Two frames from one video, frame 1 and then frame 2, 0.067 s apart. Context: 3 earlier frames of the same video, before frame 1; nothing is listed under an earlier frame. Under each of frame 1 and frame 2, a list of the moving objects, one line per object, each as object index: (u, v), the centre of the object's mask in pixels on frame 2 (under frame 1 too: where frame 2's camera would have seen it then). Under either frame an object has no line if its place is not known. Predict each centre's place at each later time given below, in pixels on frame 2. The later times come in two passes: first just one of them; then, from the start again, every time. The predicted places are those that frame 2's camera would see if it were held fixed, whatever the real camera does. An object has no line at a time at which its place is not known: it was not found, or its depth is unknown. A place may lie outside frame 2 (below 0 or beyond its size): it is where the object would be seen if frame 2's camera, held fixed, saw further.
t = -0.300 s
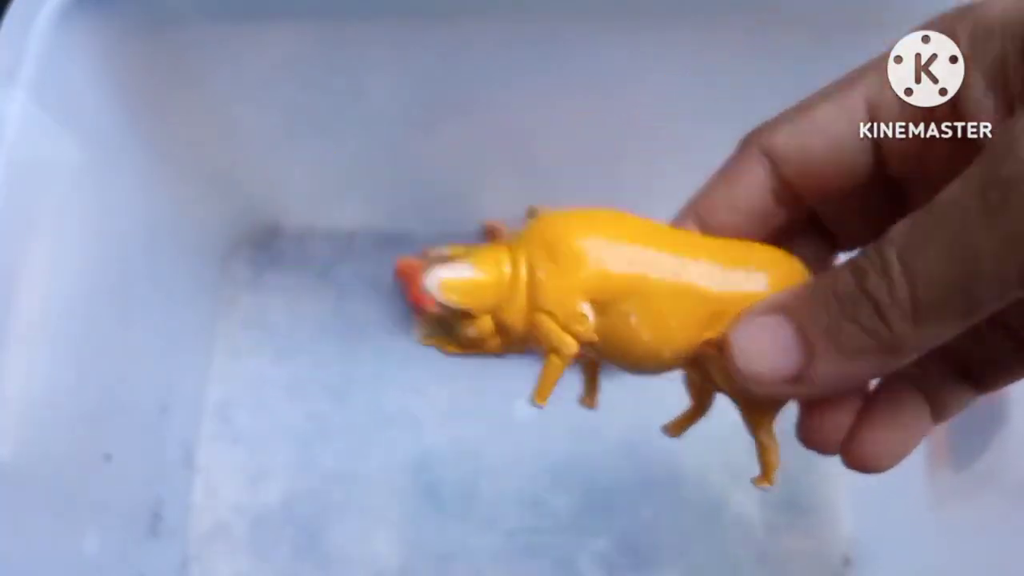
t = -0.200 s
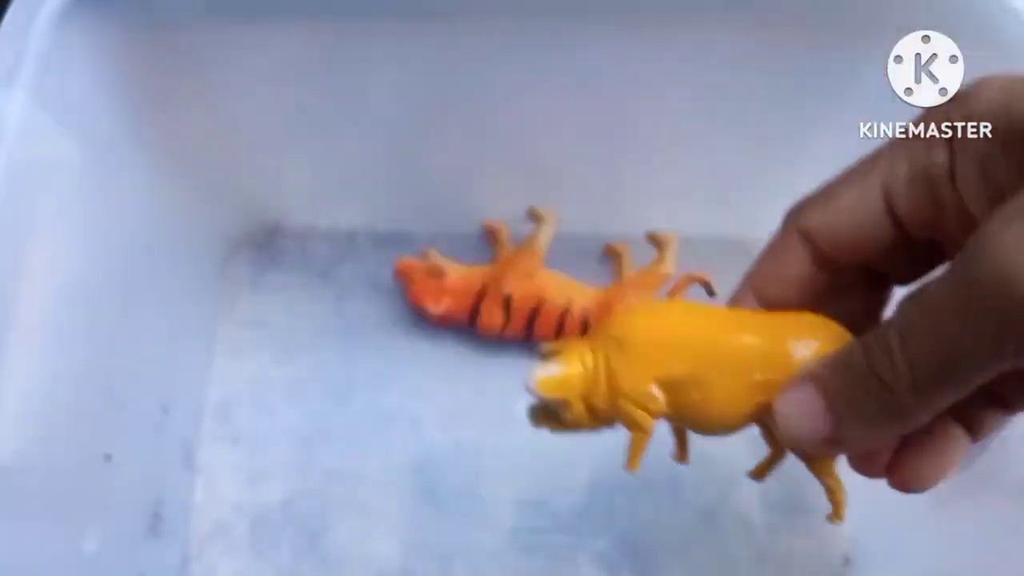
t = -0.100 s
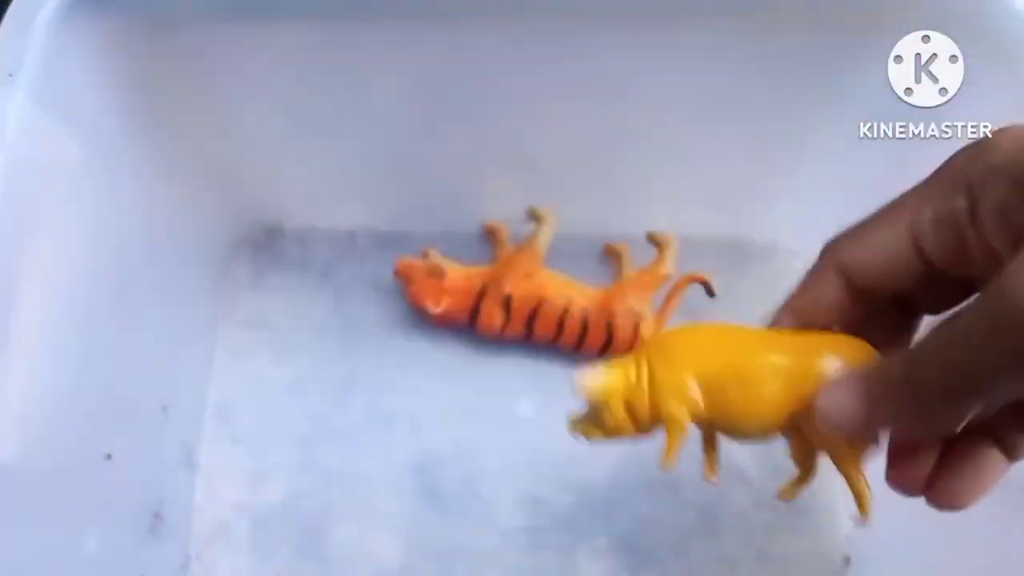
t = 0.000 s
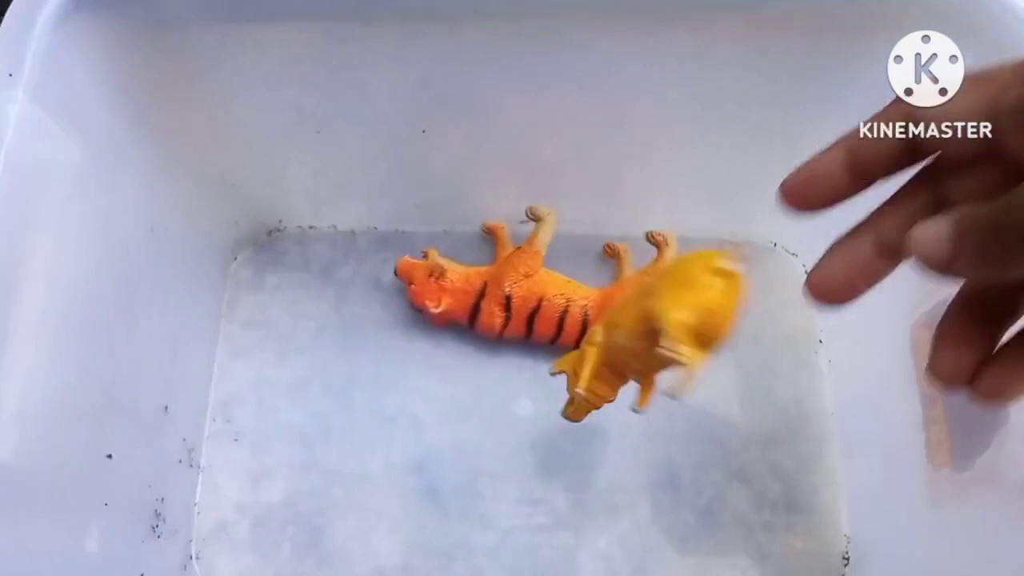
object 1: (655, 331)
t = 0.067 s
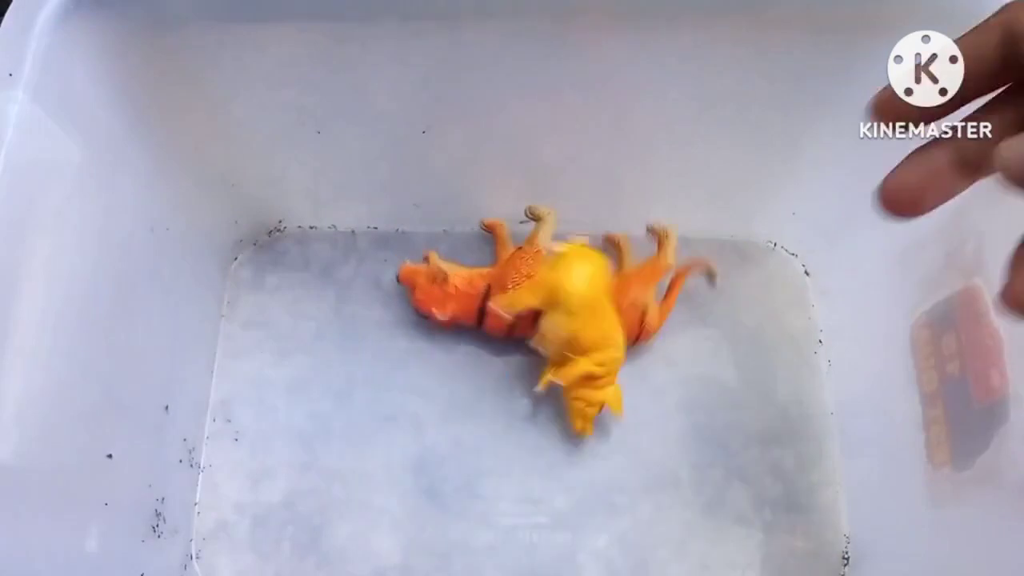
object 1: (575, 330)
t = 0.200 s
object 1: (445, 391)
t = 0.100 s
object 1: (542, 338)
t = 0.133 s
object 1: (511, 351)
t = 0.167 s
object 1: (475, 368)
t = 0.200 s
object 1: (445, 391)
